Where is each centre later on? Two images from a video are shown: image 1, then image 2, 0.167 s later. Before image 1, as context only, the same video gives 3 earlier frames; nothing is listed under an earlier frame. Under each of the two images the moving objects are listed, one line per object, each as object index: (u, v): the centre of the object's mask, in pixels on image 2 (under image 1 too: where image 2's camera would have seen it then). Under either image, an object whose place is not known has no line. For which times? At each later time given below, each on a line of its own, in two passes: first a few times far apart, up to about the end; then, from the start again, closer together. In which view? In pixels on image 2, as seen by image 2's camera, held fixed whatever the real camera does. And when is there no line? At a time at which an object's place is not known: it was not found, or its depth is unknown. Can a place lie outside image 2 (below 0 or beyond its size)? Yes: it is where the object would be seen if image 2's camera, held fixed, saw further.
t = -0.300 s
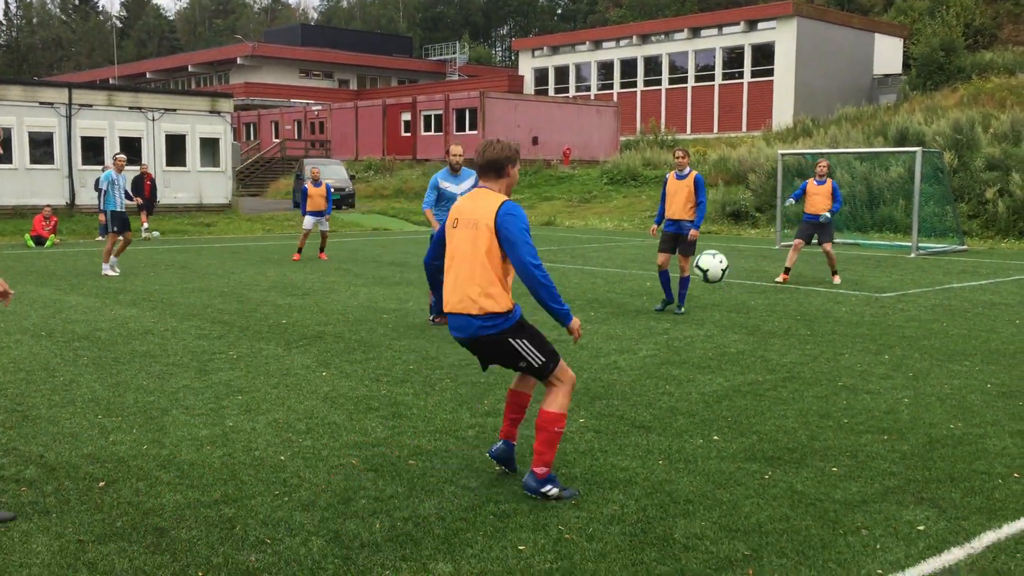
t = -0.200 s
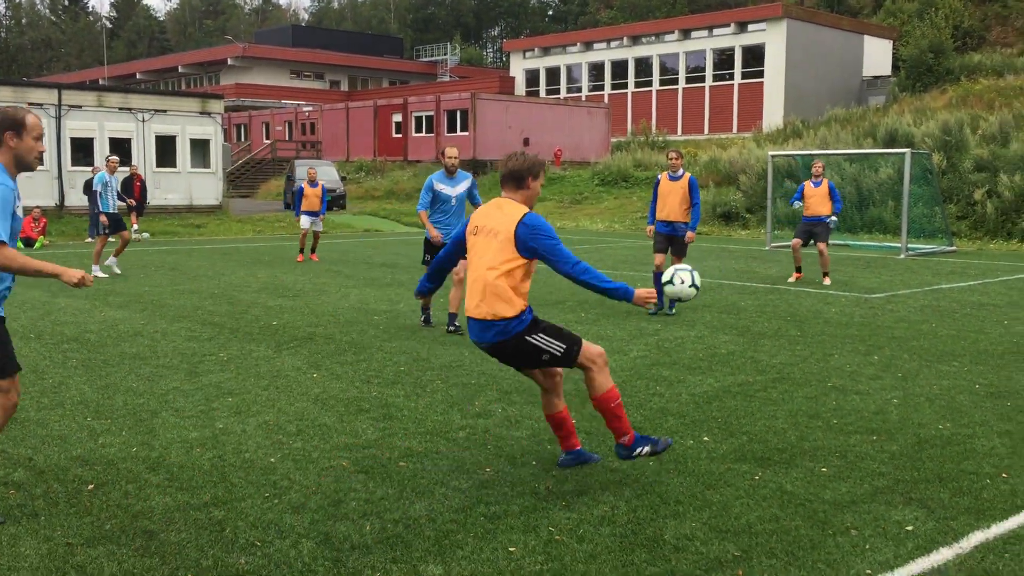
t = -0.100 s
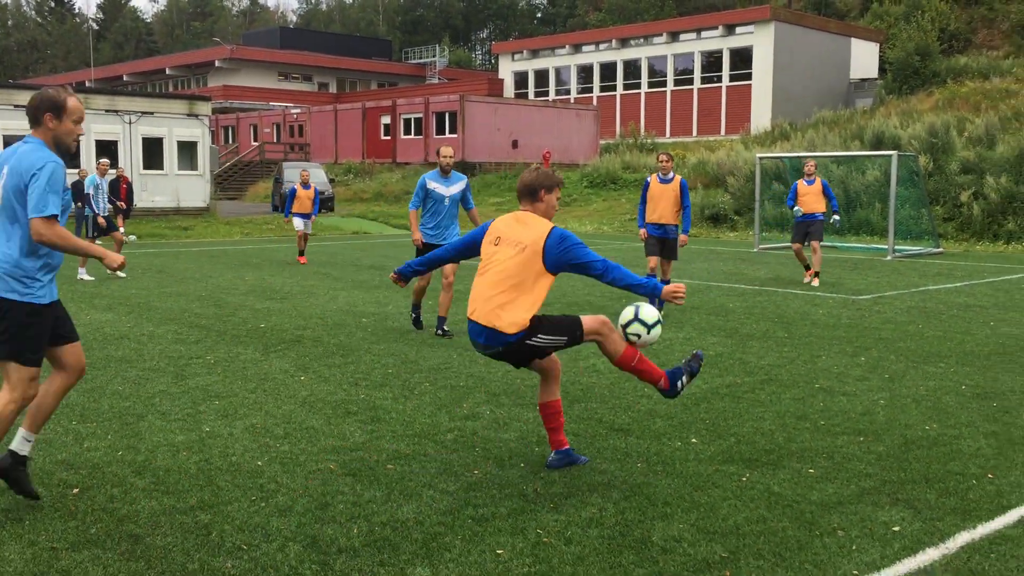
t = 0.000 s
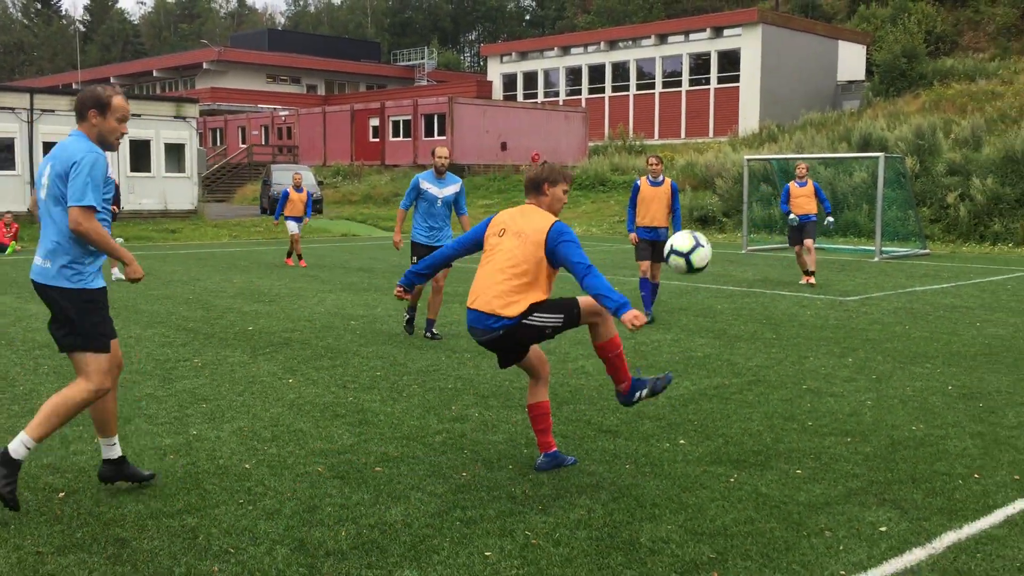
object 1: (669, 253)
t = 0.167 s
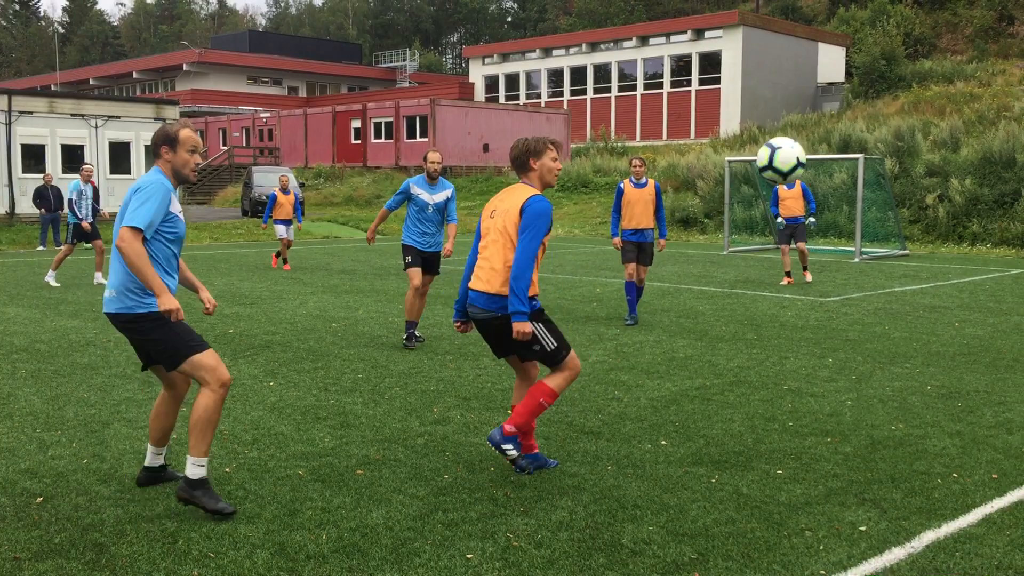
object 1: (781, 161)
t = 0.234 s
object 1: (826, 139)
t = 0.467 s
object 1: (991, 138)
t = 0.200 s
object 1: (804, 148)
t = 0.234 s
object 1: (826, 139)
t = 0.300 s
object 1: (872, 126)
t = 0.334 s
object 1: (896, 122)
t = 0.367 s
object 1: (919, 123)
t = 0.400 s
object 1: (943, 125)
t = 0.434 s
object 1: (967, 130)
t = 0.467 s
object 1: (991, 138)
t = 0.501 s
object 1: (1015, 147)
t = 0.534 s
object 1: (1038, 159)
